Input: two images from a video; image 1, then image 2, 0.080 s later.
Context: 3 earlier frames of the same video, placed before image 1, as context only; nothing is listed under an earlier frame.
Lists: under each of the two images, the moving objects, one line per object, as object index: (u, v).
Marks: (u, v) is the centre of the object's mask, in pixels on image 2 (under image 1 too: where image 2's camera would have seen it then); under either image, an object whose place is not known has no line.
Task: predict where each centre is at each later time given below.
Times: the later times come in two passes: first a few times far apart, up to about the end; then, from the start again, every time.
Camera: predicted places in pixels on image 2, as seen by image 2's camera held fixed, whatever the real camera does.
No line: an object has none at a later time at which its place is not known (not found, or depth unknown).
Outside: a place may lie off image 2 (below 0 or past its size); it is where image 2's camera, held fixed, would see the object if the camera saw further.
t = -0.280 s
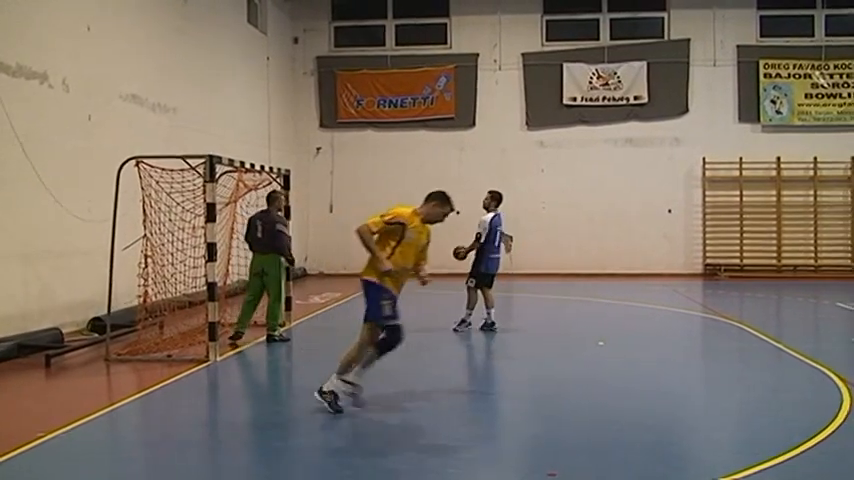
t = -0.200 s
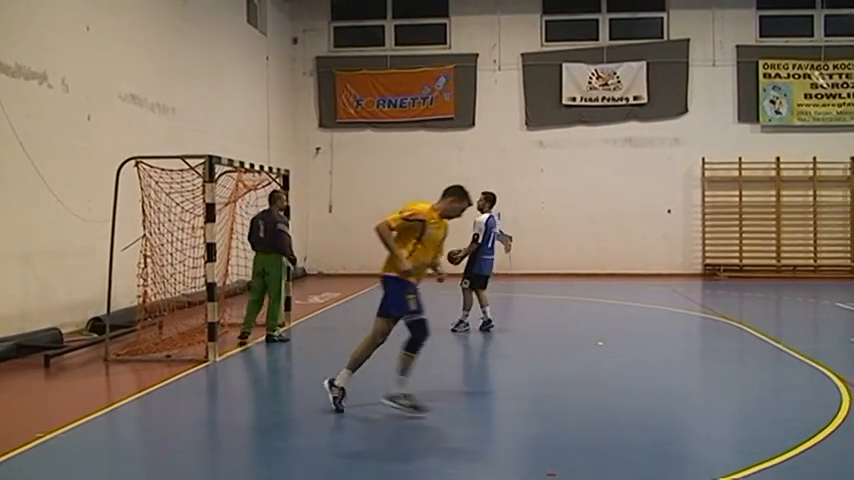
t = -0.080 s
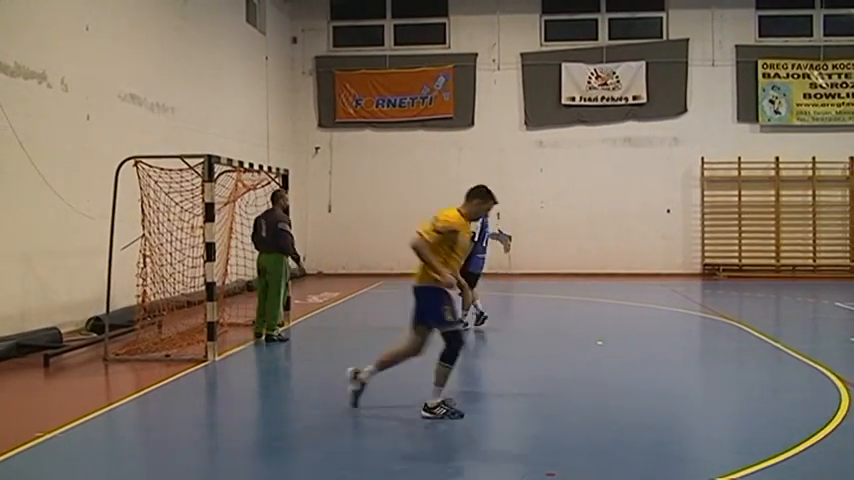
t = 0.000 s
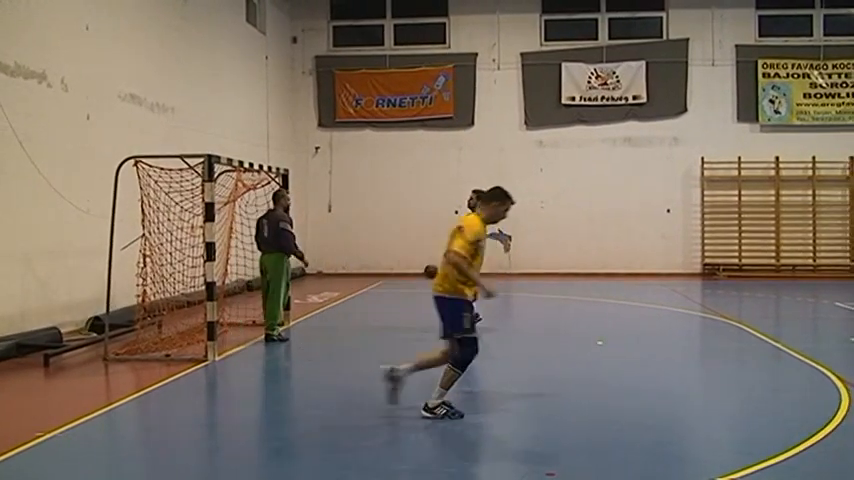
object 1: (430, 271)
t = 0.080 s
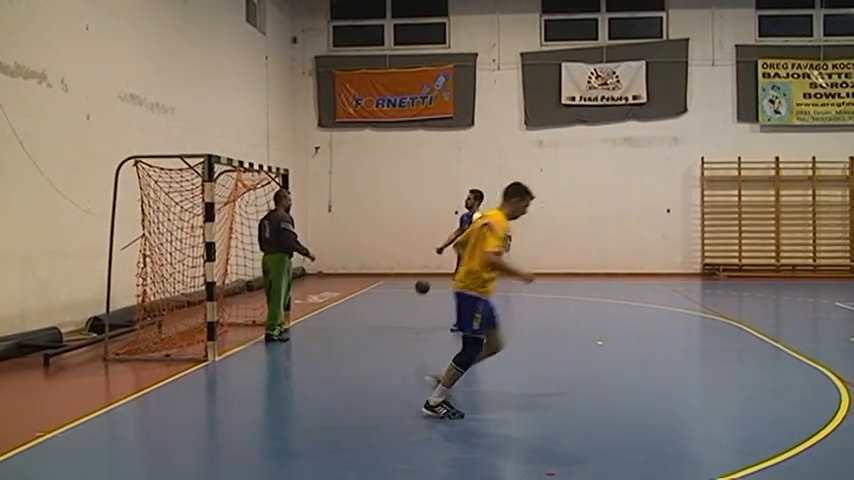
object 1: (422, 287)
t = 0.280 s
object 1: (400, 317)
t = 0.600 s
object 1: (371, 290)
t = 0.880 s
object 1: (344, 332)
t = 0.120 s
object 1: (417, 296)
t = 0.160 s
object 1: (413, 307)
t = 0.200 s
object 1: (408, 318)
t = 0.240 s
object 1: (404, 325)
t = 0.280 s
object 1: (400, 317)
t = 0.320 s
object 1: (397, 309)
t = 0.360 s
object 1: (393, 302)
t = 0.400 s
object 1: (390, 297)
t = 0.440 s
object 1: (386, 293)
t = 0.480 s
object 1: (382, 290)
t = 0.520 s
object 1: (378, 289)
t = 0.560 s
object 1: (375, 289)
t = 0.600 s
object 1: (371, 290)
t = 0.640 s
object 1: (367, 292)
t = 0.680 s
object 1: (364, 296)
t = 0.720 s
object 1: (360, 301)
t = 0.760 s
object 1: (356, 307)
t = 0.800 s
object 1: (352, 315)
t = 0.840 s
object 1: (348, 324)
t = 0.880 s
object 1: (344, 332)
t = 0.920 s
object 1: (341, 326)
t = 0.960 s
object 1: (337, 319)
